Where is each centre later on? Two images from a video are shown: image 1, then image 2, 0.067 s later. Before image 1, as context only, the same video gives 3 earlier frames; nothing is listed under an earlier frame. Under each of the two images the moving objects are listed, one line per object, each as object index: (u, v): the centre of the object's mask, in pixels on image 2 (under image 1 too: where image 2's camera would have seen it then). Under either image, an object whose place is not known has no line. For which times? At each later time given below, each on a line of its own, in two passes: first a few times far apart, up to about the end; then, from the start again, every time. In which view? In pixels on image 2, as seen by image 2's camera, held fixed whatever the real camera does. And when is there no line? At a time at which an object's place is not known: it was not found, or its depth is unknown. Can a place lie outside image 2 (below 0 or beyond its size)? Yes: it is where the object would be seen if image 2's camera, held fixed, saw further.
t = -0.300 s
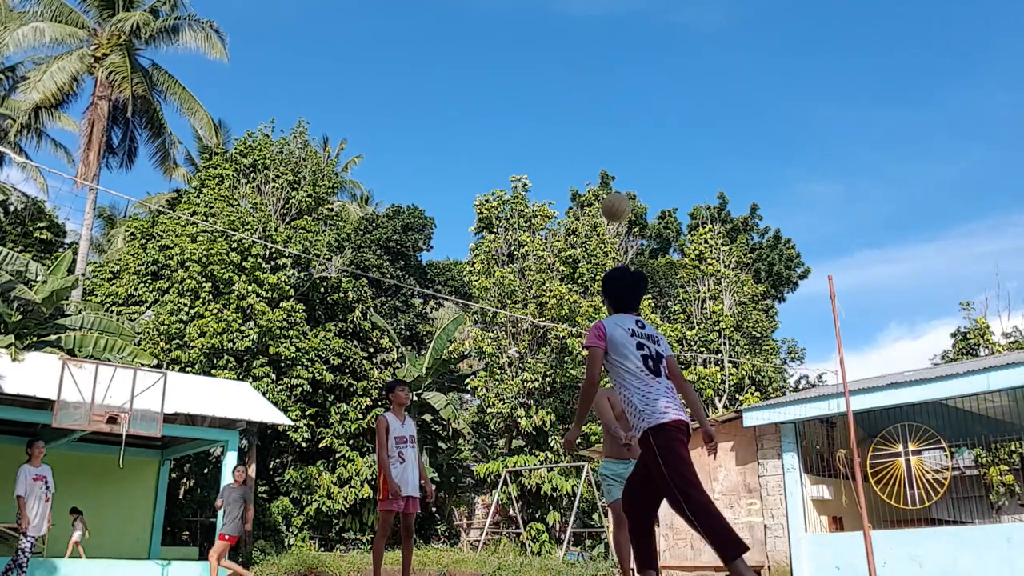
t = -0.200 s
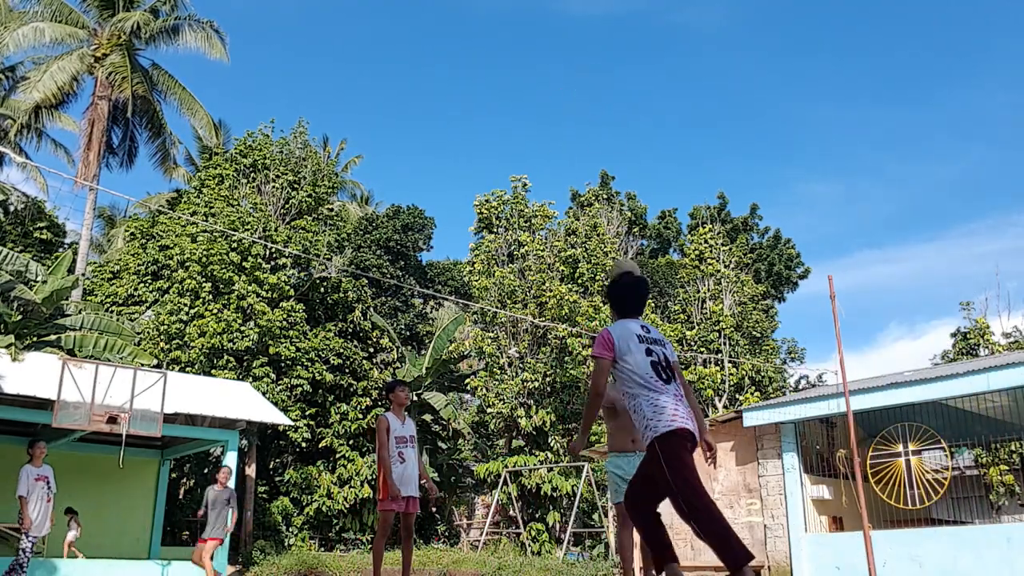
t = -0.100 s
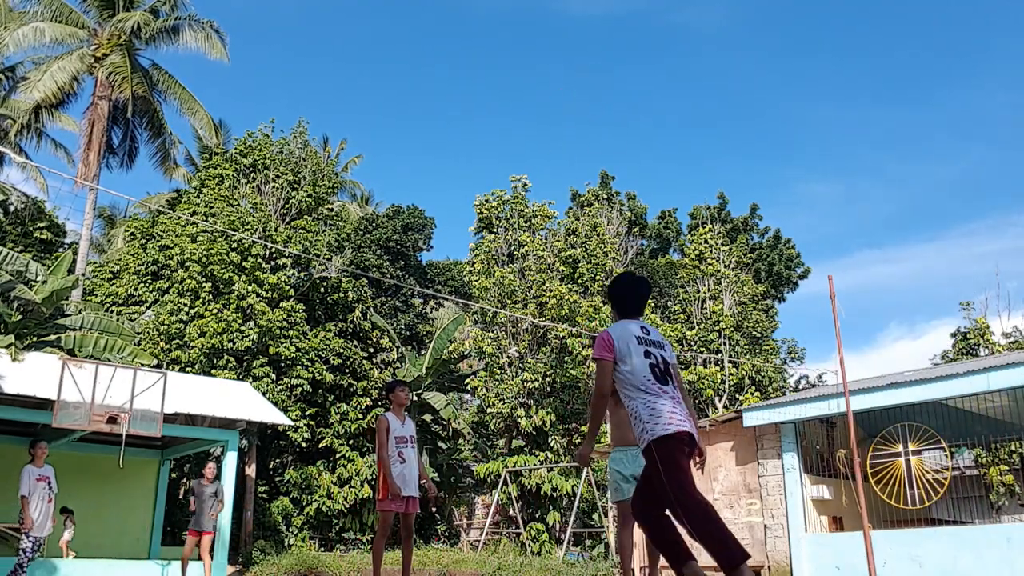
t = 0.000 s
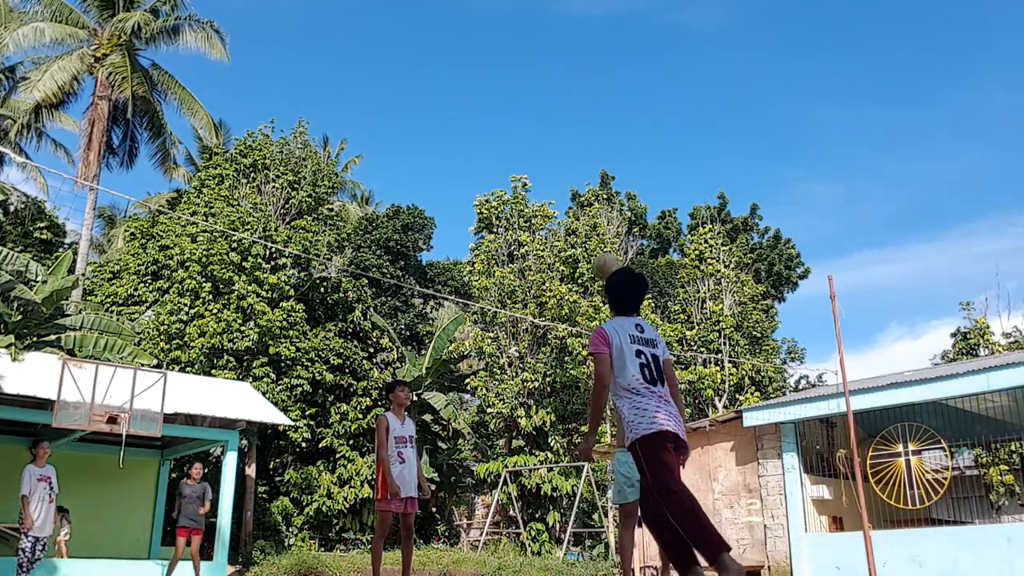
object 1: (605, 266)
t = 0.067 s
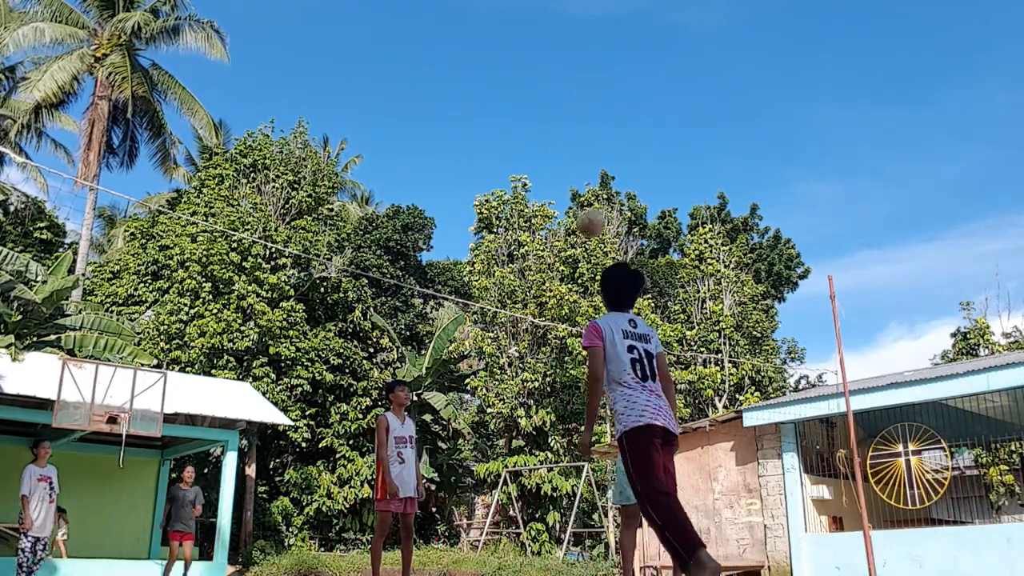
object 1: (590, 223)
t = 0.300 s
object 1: (545, 120)
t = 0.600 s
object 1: (489, 89)
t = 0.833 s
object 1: (448, 135)
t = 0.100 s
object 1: (583, 204)
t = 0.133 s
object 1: (576, 186)
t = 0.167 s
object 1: (570, 170)
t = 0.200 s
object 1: (563, 155)
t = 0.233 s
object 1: (557, 142)
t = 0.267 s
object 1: (551, 131)
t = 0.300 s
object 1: (545, 120)
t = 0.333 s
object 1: (538, 112)
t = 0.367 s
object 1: (532, 104)
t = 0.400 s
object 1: (526, 98)
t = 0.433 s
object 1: (520, 93)
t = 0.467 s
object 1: (513, 90)
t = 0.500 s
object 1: (507, 87)
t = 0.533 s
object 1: (501, 87)
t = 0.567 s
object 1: (495, 87)
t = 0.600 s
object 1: (489, 89)
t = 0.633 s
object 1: (483, 92)
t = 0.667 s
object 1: (477, 96)
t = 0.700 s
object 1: (471, 102)
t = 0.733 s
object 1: (466, 108)
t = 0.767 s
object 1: (460, 116)
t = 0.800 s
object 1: (454, 125)
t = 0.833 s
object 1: (448, 135)
